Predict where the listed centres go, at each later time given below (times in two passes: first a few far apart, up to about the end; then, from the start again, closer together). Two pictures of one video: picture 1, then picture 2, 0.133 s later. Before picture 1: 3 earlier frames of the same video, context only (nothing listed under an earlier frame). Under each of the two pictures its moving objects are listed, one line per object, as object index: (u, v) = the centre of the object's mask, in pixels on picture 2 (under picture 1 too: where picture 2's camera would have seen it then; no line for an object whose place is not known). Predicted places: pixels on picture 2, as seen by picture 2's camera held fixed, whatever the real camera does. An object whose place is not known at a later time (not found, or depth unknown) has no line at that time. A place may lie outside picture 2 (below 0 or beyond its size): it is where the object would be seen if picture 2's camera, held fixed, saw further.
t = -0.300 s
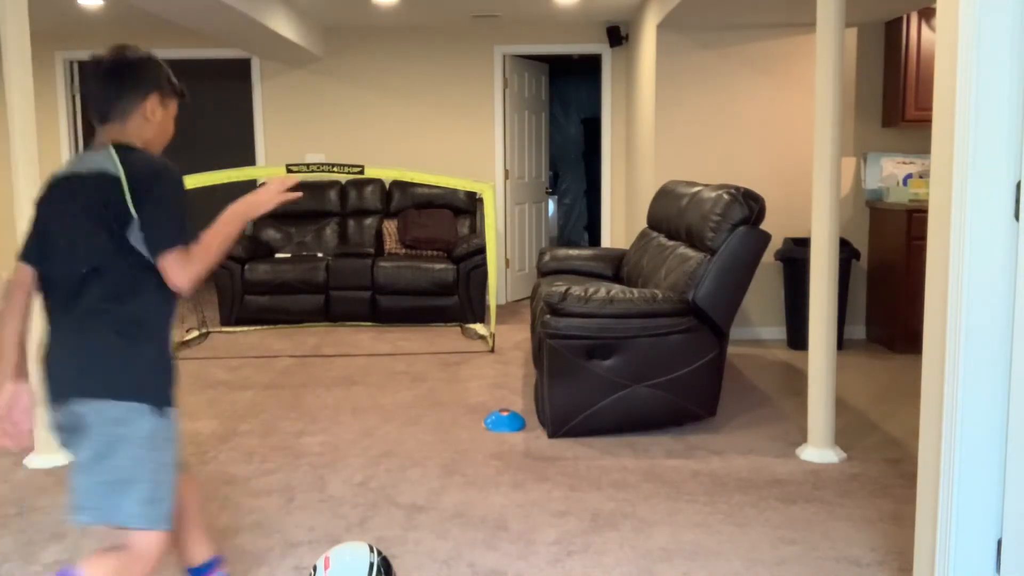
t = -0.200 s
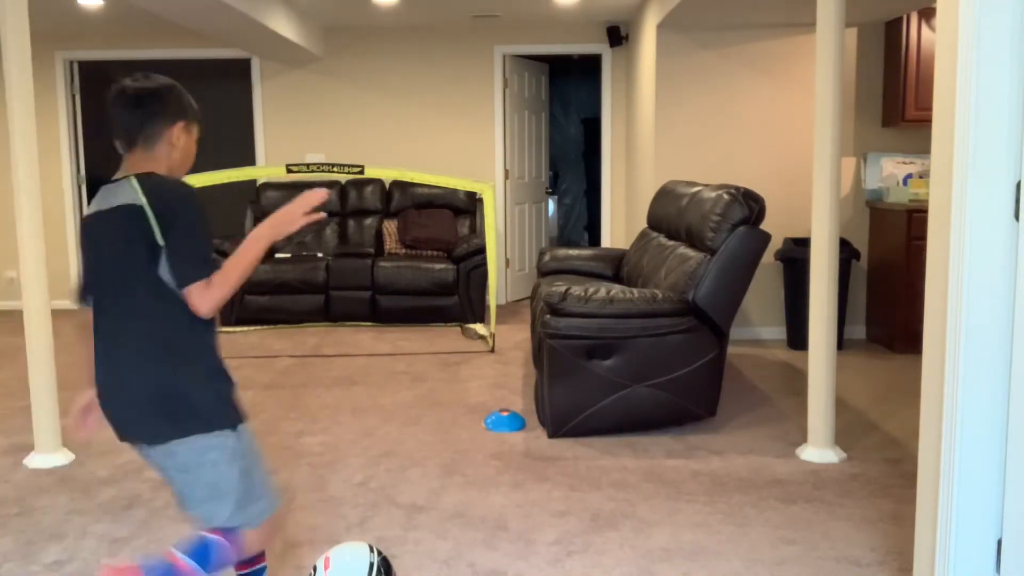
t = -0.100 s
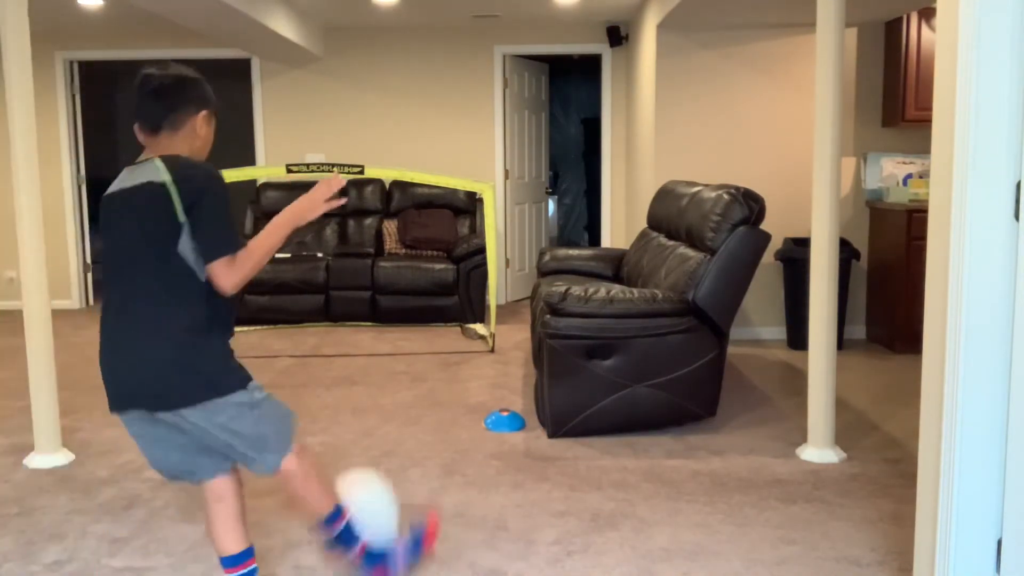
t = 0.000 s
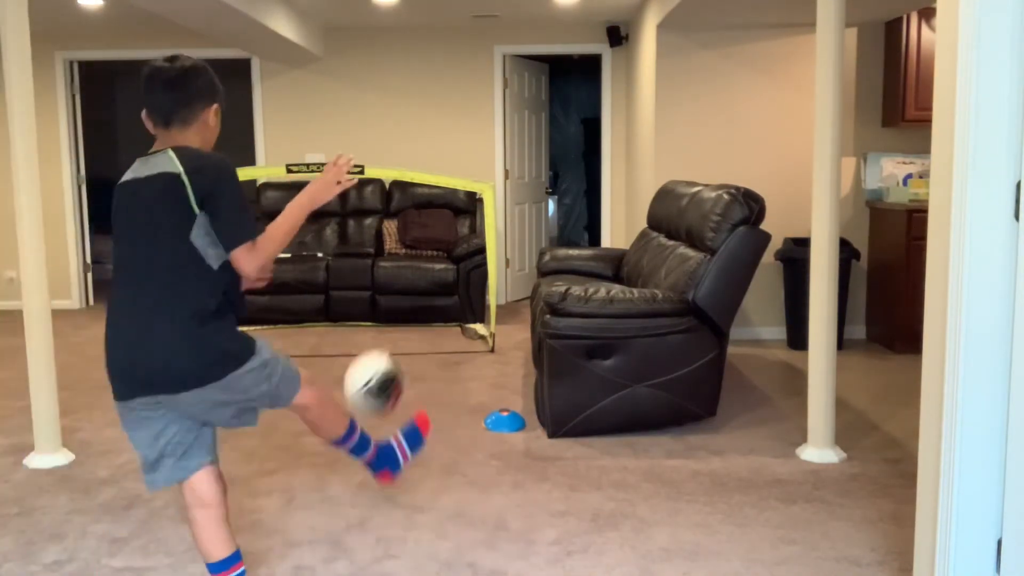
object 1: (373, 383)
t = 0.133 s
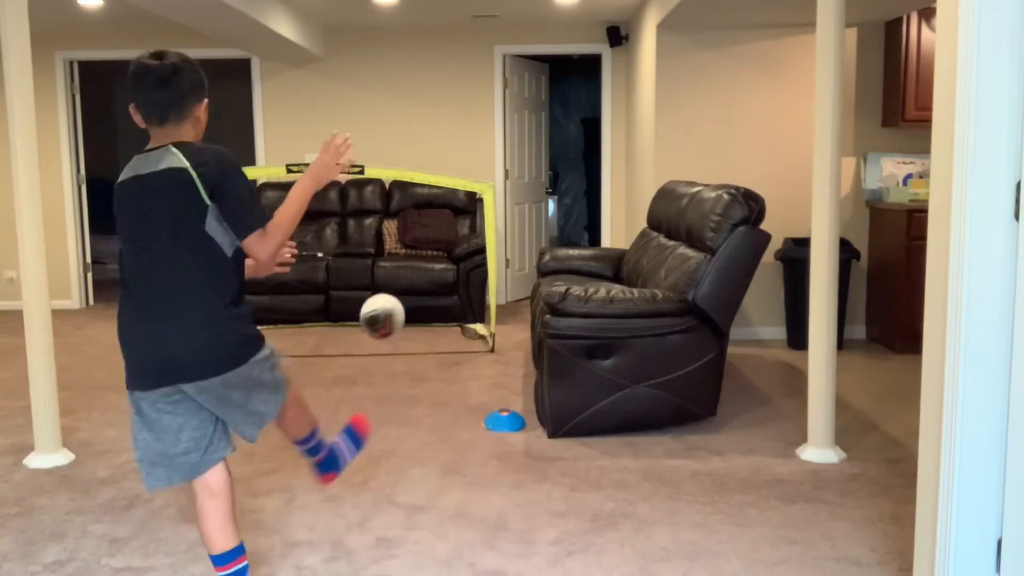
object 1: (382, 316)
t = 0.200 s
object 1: (385, 306)
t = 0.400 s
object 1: (388, 312)
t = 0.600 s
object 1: (406, 315)
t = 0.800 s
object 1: (423, 328)
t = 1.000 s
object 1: (437, 338)
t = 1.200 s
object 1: (451, 343)
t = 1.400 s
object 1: (464, 348)
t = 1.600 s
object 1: (476, 354)
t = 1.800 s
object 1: (490, 357)
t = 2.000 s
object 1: (504, 362)
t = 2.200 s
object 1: (514, 365)
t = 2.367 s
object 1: (510, 369)
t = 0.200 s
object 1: (385, 306)
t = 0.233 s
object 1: (385, 306)
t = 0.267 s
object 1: (385, 306)
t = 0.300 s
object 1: (386, 308)
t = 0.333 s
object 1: (386, 311)
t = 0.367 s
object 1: (386, 316)
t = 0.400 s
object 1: (388, 312)
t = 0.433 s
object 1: (391, 309)
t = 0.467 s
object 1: (393, 307)
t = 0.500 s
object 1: (397, 307)
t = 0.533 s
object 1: (400, 308)
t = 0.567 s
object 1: (403, 311)
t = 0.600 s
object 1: (406, 315)
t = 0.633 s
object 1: (409, 322)
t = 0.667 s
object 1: (413, 329)
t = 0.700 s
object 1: (416, 328)
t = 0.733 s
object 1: (418, 326)
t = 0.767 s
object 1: (420, 326)
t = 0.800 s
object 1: (423, 328)
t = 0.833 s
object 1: (426, 332)
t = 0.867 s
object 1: (429, 337)
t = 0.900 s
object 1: (431, 337)
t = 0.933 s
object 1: (433, 335)
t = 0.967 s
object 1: (435, 336)
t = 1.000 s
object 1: (437, 338)
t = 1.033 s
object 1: (439, 340)
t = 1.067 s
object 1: (441, 340)
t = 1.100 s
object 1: (443, 341)
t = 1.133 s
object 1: (446, 342)
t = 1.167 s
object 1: (449, 342)
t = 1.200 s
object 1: (451, 343)
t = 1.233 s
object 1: (452, 345)
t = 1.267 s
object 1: (455, 345)
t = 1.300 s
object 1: (457, 346)
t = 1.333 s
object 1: (459, 347)
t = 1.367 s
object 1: (462, 347)
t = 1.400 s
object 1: (464, 348)
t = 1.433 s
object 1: (466, 349)
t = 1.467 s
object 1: (469, 350)
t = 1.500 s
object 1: (470, 351)
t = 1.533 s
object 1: (473, 352)
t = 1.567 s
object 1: (475, 353)
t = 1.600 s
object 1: (476, 354)
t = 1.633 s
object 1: (478, 355)
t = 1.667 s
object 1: (480, 357)
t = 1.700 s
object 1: (484, 356)
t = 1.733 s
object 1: (486, 356)
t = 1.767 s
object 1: (488, 357)
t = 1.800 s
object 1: (490, 357)
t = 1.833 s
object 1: (493, 358)
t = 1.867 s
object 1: (495, 359)
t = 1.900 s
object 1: (497, 360)
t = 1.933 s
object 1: (499, 361)
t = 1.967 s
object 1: (501, 361)
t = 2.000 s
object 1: (504, 362)
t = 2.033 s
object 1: (506, 363)
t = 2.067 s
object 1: (508, 363)
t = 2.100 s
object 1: (510, 364)
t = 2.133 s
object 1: (511, 364)
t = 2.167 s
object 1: (514, 365)
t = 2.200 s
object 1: (514, 365)
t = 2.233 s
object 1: (513, 366)
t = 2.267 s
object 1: (512, 367)
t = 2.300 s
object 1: (511, 368)
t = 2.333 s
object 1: (510, 368)
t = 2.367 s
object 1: (510, 369)
